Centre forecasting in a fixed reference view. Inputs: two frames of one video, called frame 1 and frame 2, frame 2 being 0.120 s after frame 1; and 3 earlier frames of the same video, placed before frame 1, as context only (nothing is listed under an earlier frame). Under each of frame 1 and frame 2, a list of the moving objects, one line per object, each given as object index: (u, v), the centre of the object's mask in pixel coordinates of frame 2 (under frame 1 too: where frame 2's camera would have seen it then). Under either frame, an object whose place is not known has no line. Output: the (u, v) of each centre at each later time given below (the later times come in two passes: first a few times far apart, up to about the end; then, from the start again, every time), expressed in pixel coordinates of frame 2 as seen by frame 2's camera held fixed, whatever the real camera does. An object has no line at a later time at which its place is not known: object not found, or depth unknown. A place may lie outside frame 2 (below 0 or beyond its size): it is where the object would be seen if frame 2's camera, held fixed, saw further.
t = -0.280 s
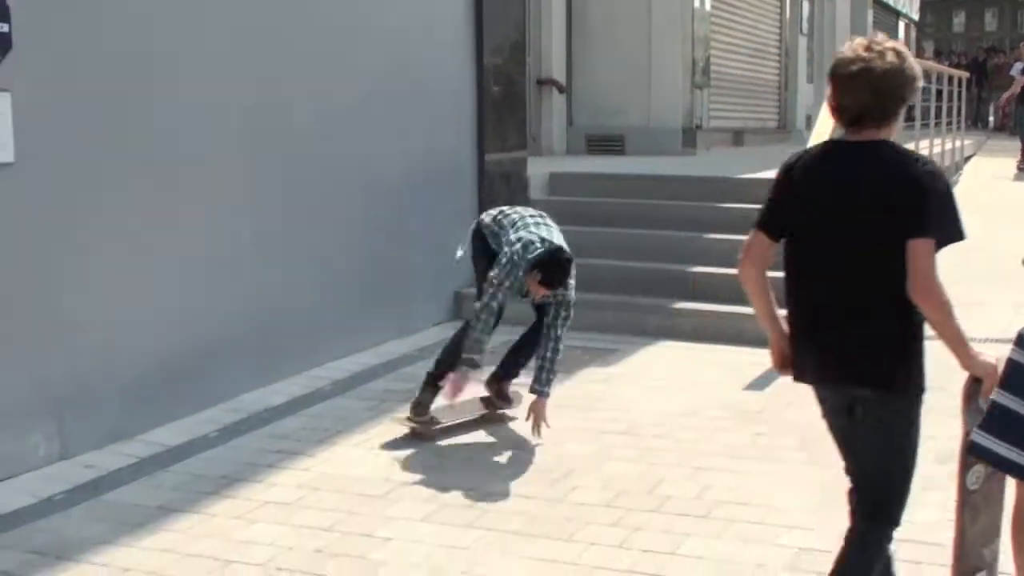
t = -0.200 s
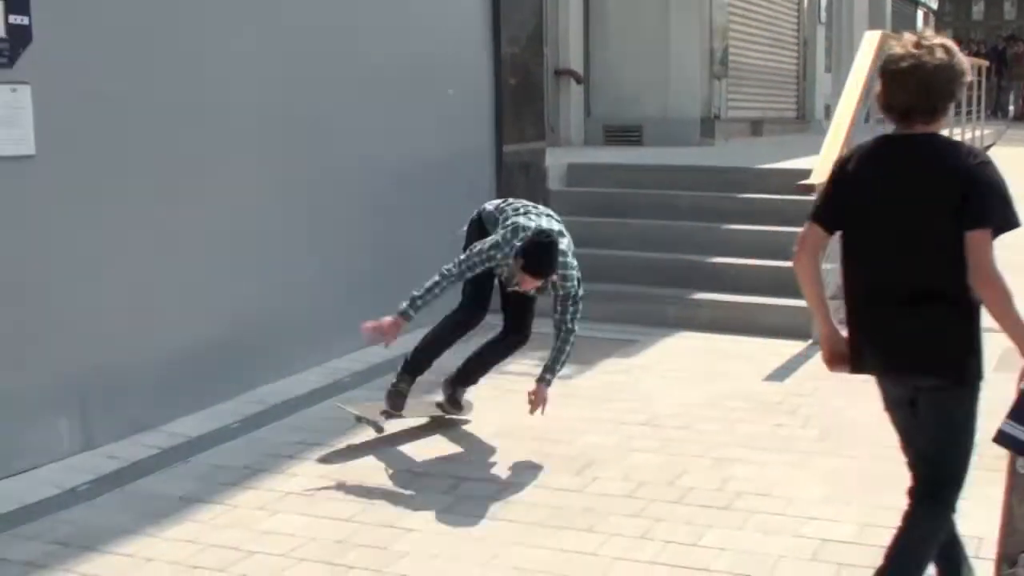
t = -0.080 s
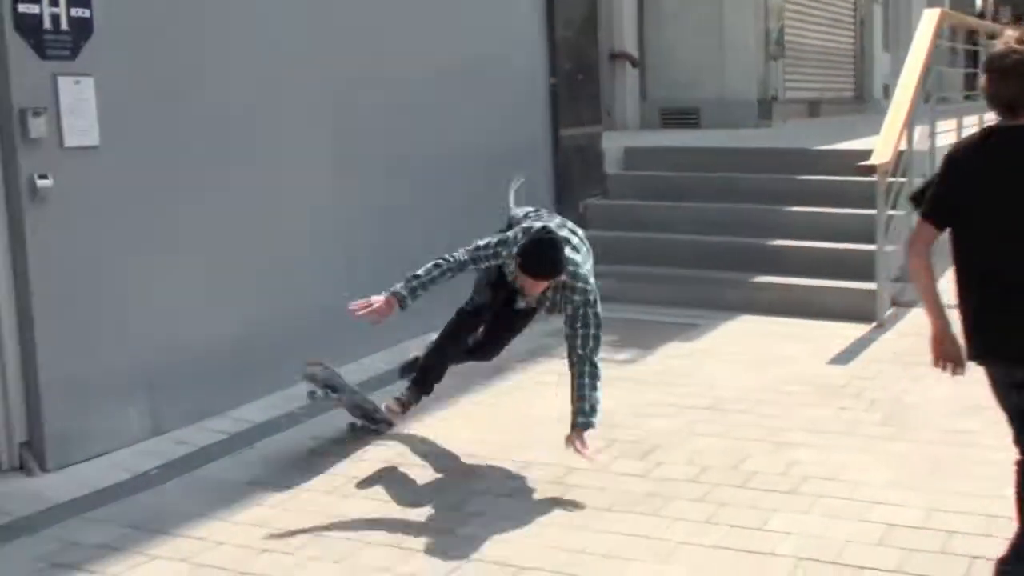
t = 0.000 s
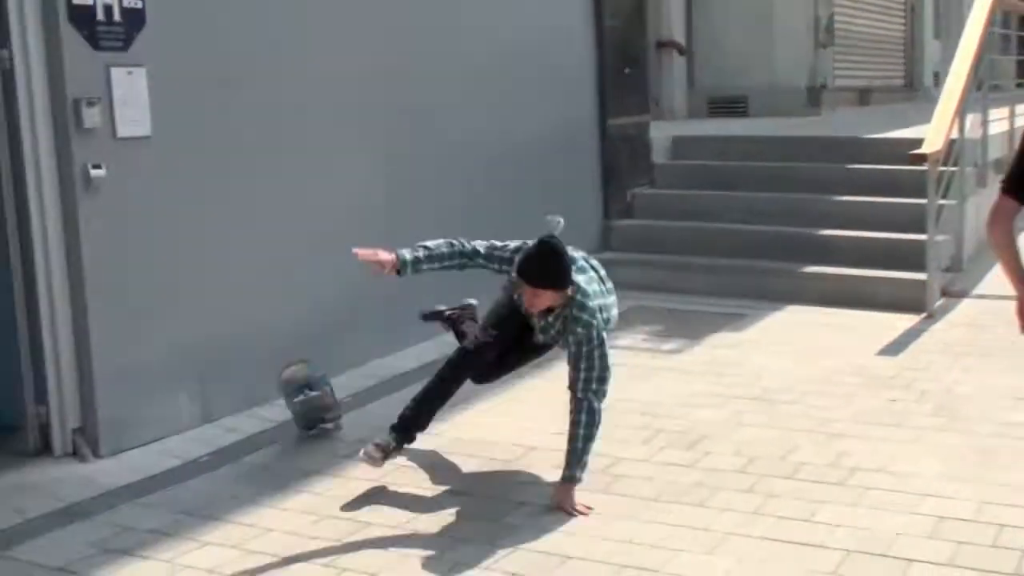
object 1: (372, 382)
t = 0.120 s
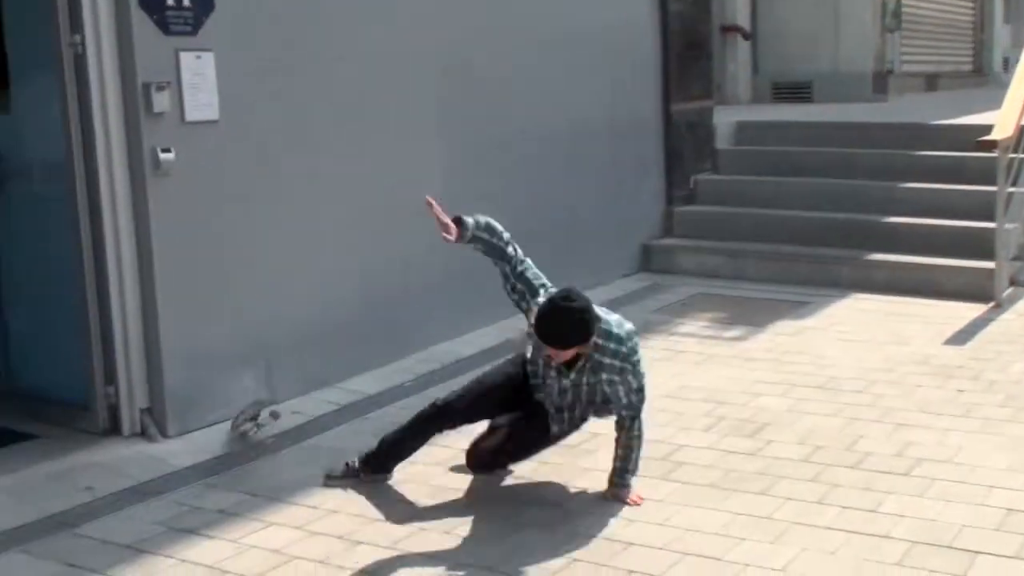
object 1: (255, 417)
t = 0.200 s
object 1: (181, 447)
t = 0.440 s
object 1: (36, 479)
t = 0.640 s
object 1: (-51, 523)
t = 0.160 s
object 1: (215, 431)
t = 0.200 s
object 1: (181, 447)
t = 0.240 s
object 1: (149, 458)
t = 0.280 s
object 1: (120, 470)
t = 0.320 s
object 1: (108, 465)
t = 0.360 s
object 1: (88, 467)
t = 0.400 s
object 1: (60, 473)
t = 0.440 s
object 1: (36, 479)
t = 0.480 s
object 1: (12, 487)
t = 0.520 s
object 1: (-13, 500)
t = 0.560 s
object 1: (-28, 506)
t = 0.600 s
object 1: (-42, 520)
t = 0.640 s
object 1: (-51, 523)
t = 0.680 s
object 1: (-59, 520)
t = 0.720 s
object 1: (-65, 524)
